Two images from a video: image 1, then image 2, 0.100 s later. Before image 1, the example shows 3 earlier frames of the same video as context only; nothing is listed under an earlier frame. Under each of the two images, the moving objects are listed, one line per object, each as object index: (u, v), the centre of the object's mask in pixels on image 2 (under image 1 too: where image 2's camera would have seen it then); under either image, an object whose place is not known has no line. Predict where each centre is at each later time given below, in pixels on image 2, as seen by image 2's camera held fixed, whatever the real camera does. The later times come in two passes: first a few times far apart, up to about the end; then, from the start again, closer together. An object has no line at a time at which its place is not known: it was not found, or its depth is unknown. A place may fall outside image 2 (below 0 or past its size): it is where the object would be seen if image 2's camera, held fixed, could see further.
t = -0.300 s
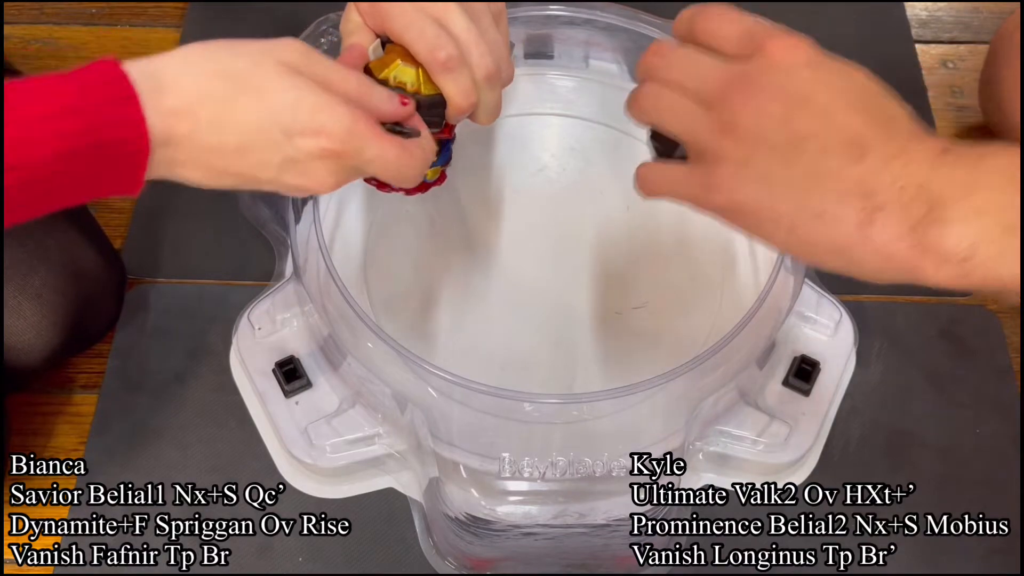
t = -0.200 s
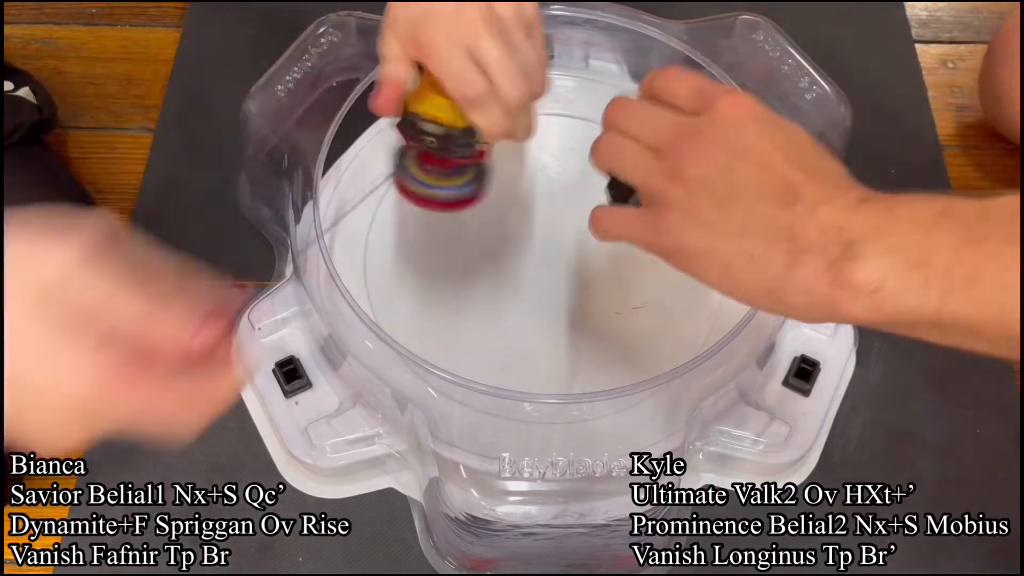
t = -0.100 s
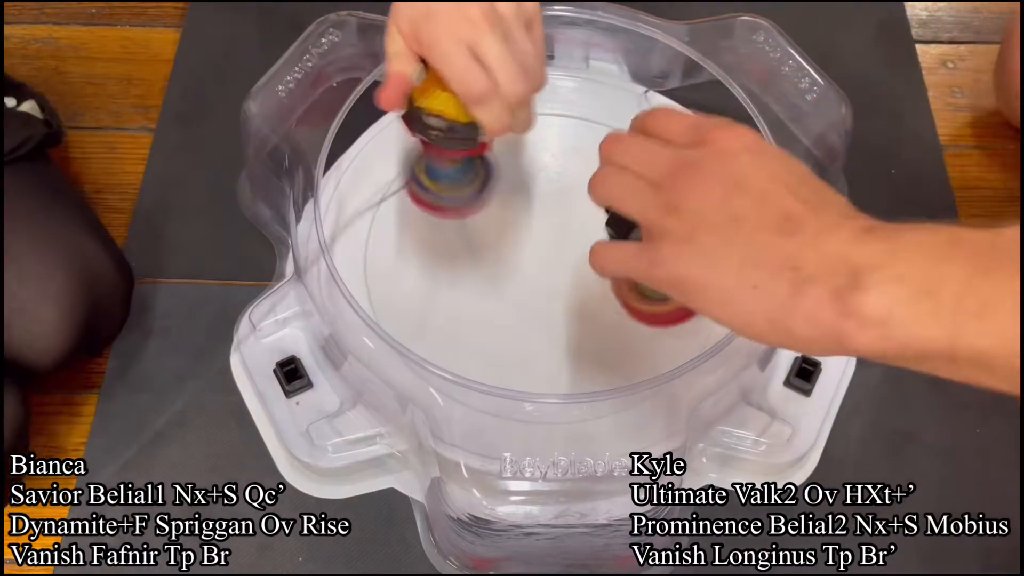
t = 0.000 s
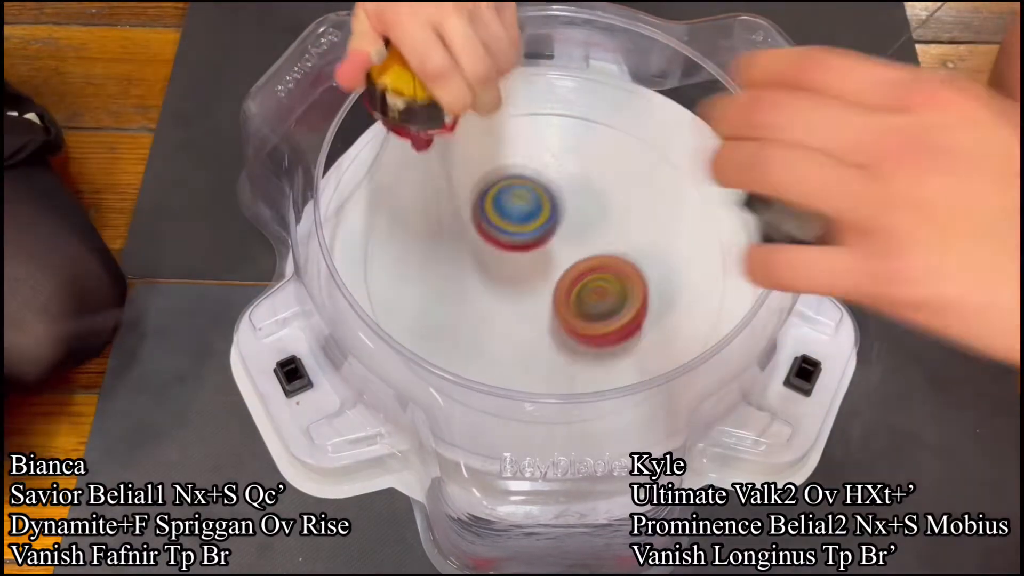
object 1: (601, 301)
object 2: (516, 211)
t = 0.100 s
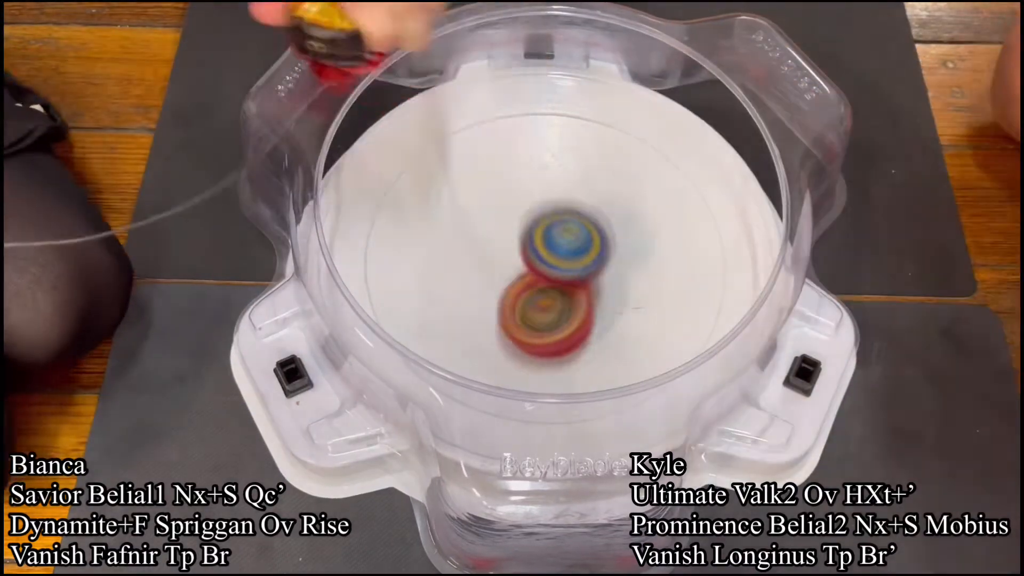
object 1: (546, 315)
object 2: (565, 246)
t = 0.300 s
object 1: (456, 327)
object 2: (638, 191)
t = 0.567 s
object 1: (504, 288)
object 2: (365, 167)
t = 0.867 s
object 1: (587, 268)
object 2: (741, 281)
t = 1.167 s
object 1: (581, 286)
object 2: (418, 211)
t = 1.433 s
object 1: (567, 274)
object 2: (644, 422)
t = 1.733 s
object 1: (484, 239)
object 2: (586, 188)
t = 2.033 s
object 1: (476, 287)
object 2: (379, 332)
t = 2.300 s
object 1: (620, 288)
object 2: (676, 373)
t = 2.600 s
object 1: (508, 117)
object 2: (592, 106)
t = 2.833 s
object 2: (405, 213)
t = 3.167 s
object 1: (740, 294)
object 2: (660, 271)
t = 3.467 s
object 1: (674, 120)
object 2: (548, 83)
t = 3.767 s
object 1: (416, 124)
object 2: (477, 252)
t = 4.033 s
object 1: (443, 371)
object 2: (689, 272)
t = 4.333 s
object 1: (667, 229)
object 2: (594, 137)
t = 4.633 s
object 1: (424, 145)
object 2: (514, 309)
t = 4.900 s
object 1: (503, 378)
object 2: (704, 318)
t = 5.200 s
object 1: (715, 200)
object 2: (588, 190)
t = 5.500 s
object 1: (428, 141)
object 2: (471, 329)
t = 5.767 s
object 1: (523, 384)
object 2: (633, 365)
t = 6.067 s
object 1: (638, 258)
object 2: (639, 152)
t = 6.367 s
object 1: (426, 228)
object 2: (432, 117)
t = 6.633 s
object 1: (447, 345)
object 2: (363, 238)
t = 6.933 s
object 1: (628, 239)
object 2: (513, 360)
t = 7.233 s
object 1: (468, 120)
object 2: (672, 266)
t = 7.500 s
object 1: (403, 279)
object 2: (621, 149)
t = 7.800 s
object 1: (695, 272)
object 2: (484, 175)
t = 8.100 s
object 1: (532, 99)
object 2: (498, 305)
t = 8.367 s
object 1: (407, 299)
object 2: (622, 317)
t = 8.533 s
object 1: (596, 384)
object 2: (650, 259)
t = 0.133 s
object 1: (529, 315)
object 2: (587, 245)
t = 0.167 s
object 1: (509, 324)
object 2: (611, 247)
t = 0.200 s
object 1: (490, 328)
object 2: (634, 258)
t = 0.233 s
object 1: (476, 329)
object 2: (643, 248)
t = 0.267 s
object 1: (465, 329)
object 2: (641, 217)
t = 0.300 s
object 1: (456, 327)
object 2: (638, 191)
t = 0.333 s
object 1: (452, 325)
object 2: (631, 176)
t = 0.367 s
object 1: (451, 322)
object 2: (604, 146)
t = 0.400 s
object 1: (453, 318)
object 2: (573, 121)
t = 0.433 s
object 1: (458, 313)
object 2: (531, 100)
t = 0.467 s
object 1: (467, 307)
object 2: (487, 87)
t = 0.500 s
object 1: (478, 301)
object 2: (440, 108)
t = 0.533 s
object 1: (490, 295)
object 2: (402, 134)
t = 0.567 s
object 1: (504, 288)
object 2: (365, 167)
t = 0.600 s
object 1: (519, 281)
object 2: (337, 214)
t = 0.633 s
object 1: (531, 275)
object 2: (359, 259)
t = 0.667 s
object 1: (544, 270)
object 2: (392, 312)
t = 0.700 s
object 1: (556, 265)
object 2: (446, 358)
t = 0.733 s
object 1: (565, 263)
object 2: (503, 387)
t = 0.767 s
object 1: (573, 262)
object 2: (587, 403)
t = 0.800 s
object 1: (579, 263)
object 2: (657, 376)
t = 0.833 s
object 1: (584, 265)
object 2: (712, 342)
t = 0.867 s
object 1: (587, 268)
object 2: (741, 281)
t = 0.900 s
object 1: (588, 271)
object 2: (738, 222)
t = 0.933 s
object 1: (589, 274)
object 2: (729, 169)
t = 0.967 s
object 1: (588, 278)
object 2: (705, 117)
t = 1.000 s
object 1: (587, 281)
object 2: (652, 100)
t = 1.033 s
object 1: (587, 284)
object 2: (600, 126)
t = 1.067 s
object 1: (586, 285)
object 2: (545, 141)
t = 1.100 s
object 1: (584, 286)
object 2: (492, 160)
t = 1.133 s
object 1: (582, 286)
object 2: (452, 180)
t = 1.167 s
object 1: (581, 286)
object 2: (418, 211)
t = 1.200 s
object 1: (579, 285)
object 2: (393, 251)
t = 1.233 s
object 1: (578, 283)
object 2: (383, 289)
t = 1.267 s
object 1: (576, 281)
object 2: (404, 334)
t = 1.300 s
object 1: (575, 279)
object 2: (439, 373)
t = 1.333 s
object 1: (573, 277)
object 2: (481, 413)
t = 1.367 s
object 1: (571, 276)
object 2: (544, 437)
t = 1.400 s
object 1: (569, 274)
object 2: (603, 436)
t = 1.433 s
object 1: (567, 274)
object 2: (644, 422)
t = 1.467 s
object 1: (562, 273)
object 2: (624, 396)
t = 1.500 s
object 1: (559, 274)
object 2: (616, 372)
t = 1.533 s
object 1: (554, 276)
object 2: (614, 343)
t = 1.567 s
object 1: (542, 267)
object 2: (631, 321)
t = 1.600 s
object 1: (529, 257)
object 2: (641, 296)
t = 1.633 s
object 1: (517, 250)
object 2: (642, 267)
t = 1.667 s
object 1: (503, 244)
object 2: (631, 235)
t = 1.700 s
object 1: (492, 240)
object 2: (612, 209)
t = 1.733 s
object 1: (484, 239)
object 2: (586, 188)
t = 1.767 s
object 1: (476, 239)
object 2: (551, 170)
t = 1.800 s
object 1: (470, 241)
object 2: (514, 162)
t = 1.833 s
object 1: (466, 244)
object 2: (477, 159)
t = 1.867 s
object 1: (463, 249)
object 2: (435, 169)
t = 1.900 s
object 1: (462, 254)
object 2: (401, 187)
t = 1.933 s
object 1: (463, 261)
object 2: (374, 211)
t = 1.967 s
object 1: (465, 270)
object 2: (369, 259)
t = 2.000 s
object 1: (469, 278)
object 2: (371, 298)
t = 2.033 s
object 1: (476, 287)
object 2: (379, 332)
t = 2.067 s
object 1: (487, 297)
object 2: (417, 360)
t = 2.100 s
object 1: (499, 306)
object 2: (447, 381)
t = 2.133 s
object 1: (515, 315)
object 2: (486, 399)
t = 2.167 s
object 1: (536, 318)
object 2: (527, 407)
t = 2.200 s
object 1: (558, 316)
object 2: (563, 411)
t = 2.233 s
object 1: (581, 310)
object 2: (607, 408)
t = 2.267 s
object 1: (604, 300)
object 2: (646, 396)
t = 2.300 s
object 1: (620, 288)
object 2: (676, 373)
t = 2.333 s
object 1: (634, 271)
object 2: (703, 344)
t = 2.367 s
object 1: (642, 251)
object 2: (719, 312)
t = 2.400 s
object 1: (643, 232)
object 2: (724, 278)
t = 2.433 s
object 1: (634, 209)
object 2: (724, 240)
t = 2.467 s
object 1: (612, 181)
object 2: (710, 202)
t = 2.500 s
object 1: (590, 160)
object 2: (691, 171)
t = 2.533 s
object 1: (565, 141)
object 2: (664, 144)
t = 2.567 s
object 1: (535, 125)
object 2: (628, 120)
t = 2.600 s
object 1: (508, 117)
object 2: (592, 106)
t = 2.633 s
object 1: (472, 111)
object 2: (561, 98)
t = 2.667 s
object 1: (441, 125)
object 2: (522, 104)
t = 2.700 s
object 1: (412, 151)
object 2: (490, 113)
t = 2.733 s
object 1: (384, 177)
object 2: (461, 130)
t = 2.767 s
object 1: (354, 210)
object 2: (433, 157)
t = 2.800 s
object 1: (353, 243)
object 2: (416, 182)
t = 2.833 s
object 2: (405, 213)
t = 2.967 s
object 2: (466, 330)
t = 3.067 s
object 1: (672, 370)
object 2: (581, 352)
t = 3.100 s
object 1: (704, 344)
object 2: (612, 338)
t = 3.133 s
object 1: (728, 320)
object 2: (644, 309)
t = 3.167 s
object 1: (740, 294)
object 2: (660, 271)
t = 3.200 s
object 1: (739, 271)
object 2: (672, 231)
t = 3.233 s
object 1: (739, 250)
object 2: (679, 187)
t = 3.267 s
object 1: (738, 233)
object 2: (676, 152)
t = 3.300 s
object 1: (737, 215)
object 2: (657, 127)
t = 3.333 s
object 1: (731, 194)
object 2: (632, 108)
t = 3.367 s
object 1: (722, 175)
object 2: (613, 89)
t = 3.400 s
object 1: (710, 157)
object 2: (592, 86)
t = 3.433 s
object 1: (693, 138)
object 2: (569, 84)
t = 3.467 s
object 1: (674, 120)
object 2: (548, 83)
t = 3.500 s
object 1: (654, 106)
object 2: (529, 87)
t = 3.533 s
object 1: (628, 93)
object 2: (510, 95)
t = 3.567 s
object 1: (599, 84)
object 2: (492, 110)
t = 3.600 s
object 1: (571, 79)
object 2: (479, 127)
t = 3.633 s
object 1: (537, 79)
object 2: (467, 150)
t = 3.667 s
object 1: (505, 83)
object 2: (460, 173)
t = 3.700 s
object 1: (476, 91)
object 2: (458, 198)
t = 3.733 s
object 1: (443, 106)
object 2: (465, 228)
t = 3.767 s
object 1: (416, 124)
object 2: (477, 252)
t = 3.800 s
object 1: (395, 146)
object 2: (495, 274)
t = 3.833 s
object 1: (376, 178)
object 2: (522, 291)
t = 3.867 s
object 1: (366, 207)
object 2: (548, 303)
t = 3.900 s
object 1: (358, 240)
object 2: (579, 310)
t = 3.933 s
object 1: (359, 279)
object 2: (611, 309)
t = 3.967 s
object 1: (374, 313)
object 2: (639, 303)
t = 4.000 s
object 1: (406, 342)
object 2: (666, 290)
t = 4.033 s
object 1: (443, 371)
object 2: (689, 272)
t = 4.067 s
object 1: (482, 398)
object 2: (704, 253)
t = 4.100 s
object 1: (533, 416)
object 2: (713, 231)
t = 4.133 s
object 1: (584, 424)
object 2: (713, 207)
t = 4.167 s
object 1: (628, 417)
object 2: (699, 185)
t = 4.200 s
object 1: (656, 389)
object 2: (682, 167)
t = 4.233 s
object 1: (661, 349)
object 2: (665, 150)
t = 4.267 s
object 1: (665, 317)
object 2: (645, 142)
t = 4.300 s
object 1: (669, 273)
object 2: (621, 137)
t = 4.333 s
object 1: (667, 229)
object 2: (594, 137)
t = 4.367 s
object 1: (658, 191)
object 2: (570, 144)
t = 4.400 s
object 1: (640, 153)
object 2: (546, 153)
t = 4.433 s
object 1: (617, 118)
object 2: (524, 173)
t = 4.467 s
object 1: (591, 98)
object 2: (510, 191)
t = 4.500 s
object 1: (556, 95)
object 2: (498, 213)
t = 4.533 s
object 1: (518, 101)
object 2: (494, 239)
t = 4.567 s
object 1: (486, 111)
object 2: (494, 262)
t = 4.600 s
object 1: (451, 121)
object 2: (502, 287)
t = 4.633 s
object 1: (424, 145)
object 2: (514, 309)
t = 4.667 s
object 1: (402, 168)
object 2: (531, 326)
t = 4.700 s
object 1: (387, 199)
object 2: (555, 341)
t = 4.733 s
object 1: (381, 234)
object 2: (580, 349)
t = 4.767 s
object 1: (386, 266)
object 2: (606, 352)
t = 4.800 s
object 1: (402, 304)
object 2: (637, 355)
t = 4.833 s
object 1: (426, 335)
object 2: (662, 347)
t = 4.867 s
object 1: (458, 358)
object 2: (685, 336)
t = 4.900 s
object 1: (503, 378)
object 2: (704, 318)
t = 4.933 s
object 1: (544, 387)
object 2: (711, 295)
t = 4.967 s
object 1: (585, 385)
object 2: (716, 276)
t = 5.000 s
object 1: (629, 372)
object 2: (712, 254)
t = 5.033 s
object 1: (662, 354)
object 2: (703, 236)
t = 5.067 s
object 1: (689, 330)
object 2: (688, 220)
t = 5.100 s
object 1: (708, 296)
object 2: (665, 206)
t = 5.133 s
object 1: (722, 268)
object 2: (642, 197)
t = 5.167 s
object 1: (724, 236)
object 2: (616, 192)
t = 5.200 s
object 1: (715, 200)
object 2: (588, 190)
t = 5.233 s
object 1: (699, 171)
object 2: (563, 195)
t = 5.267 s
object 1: (676, 146)
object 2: (540, 201)
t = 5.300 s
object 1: (643, 123)
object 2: (515, 214)
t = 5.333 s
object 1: (609, 108)
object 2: (497, 230)
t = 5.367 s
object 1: (574, 100)
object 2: (482, 246)
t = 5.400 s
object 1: (532, 99)
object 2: (470, 267)
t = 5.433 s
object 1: (495, 105)
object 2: (465, 286)
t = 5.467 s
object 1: (463, 117)
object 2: (465, 308)
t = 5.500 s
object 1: (428, 141)
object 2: (471, 329)
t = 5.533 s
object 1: (404, 165)
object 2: (483, 342)
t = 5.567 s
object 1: (389, 197)
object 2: (497, 365)
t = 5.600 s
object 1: (381, 238)
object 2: (518, 378)
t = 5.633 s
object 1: (388, 273)
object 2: (540, 386)
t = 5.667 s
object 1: (406, 313)
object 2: (566, 389)
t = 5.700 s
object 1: (436, 345)
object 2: (591, 387)
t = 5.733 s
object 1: (472, 368)
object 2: (613, 380)
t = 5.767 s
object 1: (523, 384)
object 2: (633, 365)
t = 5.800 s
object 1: (569, 387)
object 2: (648, 344)
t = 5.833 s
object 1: (584, 380)
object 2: (674, 319)
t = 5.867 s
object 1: (596, 374)
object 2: (696, 285)
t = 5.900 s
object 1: (607, 363)
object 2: (704, 258)
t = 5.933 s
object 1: (618, 350)
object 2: (703, 234)
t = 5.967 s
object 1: (631, 330)
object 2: (694, 210)
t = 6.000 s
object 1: (639, 309)
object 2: (679, 188)
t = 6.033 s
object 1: (641, 286)
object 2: (661, 170)
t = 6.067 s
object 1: (638, 258)
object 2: (639, 152)
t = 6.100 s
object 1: (628, 234)
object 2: (615, 138)
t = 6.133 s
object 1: (614, 212)
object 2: (592, 130)
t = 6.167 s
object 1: (594, 192)
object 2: (565, 120)
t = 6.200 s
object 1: (566, 197)
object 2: (544, 81)
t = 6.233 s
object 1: (538, 204)
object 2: (522, 74)
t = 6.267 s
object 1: (505, 206)
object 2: (495, 90)
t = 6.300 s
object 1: (476, 211)
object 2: (473, 96)
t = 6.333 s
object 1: (450, 217)
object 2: (453, 106)
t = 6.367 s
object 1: (426, 228)
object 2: (432, 117)
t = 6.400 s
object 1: (407, 242)
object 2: (413, 130)
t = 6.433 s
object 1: (396, 256)
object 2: (398, 141)
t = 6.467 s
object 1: (389, 274)
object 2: (383, 157)
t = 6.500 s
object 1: (391, 288)
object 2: (370, 172)
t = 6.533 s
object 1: (403, 304)
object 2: (362, 188)
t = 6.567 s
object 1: (416, 319)
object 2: (356, 206)
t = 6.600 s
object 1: (429, 333)
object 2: (345, 220)
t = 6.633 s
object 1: (447, 345)
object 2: (363, 238)
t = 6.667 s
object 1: (470, 356)
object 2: (364, 259)
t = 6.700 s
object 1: (493, 362)
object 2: (372, 273)
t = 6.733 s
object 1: (523, 362)
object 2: (384, 295)
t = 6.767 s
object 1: (553, 353)
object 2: (401, 312)
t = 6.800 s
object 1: (577, 340)
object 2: (420, 327)
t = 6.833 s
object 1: (601, 320)
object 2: (442, 340)
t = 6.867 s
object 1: (617, 294)
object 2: (465, 349)
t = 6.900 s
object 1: (625, 268)
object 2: (488, 356)
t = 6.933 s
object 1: (628, 239)
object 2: (513, 360)
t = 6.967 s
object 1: (623, 209)
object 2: (539, 360)
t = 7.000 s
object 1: (615, 186)
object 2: (562, 357)
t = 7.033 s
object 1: (601, 164)
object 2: (586, 347)
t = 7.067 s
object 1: (582, 145)
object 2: (607, 341)
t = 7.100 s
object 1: (562, 132)
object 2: (624, 331)
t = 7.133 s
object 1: (539, 123)
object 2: (642, 316)
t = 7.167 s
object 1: (514, 117)
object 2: (655, 301)
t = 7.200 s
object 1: (491, 117)
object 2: (665, 286)
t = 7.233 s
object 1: (468, 120)
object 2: (672, 266)
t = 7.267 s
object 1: (444, 128)
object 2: (676, 250)
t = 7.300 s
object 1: (426, 140)
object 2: (677, 233)
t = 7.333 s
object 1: (412, 157)
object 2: (674, 214)
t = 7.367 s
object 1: (398, 179)
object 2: (668, 197)
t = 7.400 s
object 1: (390, 199)
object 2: (659, 185)
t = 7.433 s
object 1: (386, 227)
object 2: (648, 170)
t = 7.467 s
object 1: (390, 255)
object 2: (635, 159)
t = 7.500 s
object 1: (403, 279)
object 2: (621, 149)
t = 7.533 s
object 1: (426, 308)
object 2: (605, 142)
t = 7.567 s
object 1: (454, 331)
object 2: (588, 138)
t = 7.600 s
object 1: (488, 346)
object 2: (573, 136)
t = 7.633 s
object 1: (533, 352)
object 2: (555, 138)
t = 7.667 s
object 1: (571, 345)
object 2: (537, 140)
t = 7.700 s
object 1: (607, 339)
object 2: (523, 146)
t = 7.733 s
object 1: (648, 322)
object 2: (507, 155)
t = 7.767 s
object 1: (675, 300)
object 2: (494, 164)
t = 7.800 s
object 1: (695, 272)
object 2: (484, 175)
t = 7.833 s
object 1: (709, 238)
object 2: (475, 191)
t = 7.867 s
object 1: (713, 208)
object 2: (469, 203)
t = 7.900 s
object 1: (705, 181)
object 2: (466, 219)
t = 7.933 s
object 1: (682, 156)
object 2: (464, 239)
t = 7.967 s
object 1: (660, 134)
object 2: (466, 252)
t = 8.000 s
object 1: (633, 120)
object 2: (470, 267)
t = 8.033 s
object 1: (599, 107)
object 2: (477, 282)
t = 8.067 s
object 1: (565, 100)
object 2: (486, 294)
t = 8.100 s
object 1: (532, 99)
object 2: (498, 305)
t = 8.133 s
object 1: (494, 107)
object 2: (512, 317)
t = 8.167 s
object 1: (462, 120)
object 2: (528, 323)
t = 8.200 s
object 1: (435, 139)
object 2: (544, 329)
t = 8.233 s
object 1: (409, 168)
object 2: (562, 331)
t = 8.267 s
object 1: (395, 197)
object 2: (577, 331)
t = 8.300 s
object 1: (389, 229)
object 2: (594, 329)
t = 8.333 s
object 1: (395, 268)
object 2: (610, 323)
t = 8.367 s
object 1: (407, 299)
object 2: (622, 317)
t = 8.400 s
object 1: (432, 333)
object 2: (634, 308)
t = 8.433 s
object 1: (466, 360)
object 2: (643, 298)
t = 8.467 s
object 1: (502, 376)
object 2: (648, 287)
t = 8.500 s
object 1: (551, 387)
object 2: (650, 273)
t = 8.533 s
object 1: (596, 384)
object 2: (650, 259)
